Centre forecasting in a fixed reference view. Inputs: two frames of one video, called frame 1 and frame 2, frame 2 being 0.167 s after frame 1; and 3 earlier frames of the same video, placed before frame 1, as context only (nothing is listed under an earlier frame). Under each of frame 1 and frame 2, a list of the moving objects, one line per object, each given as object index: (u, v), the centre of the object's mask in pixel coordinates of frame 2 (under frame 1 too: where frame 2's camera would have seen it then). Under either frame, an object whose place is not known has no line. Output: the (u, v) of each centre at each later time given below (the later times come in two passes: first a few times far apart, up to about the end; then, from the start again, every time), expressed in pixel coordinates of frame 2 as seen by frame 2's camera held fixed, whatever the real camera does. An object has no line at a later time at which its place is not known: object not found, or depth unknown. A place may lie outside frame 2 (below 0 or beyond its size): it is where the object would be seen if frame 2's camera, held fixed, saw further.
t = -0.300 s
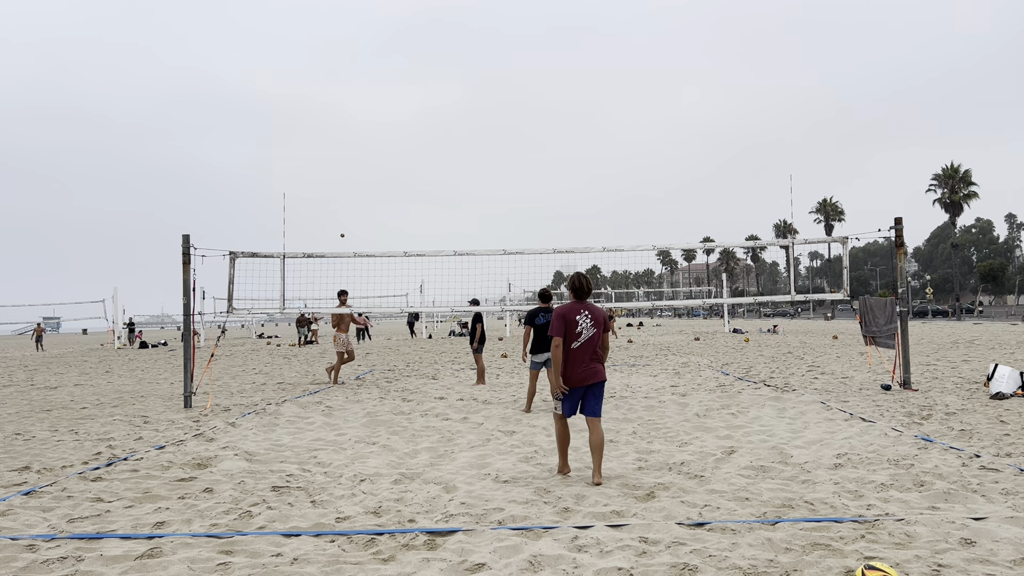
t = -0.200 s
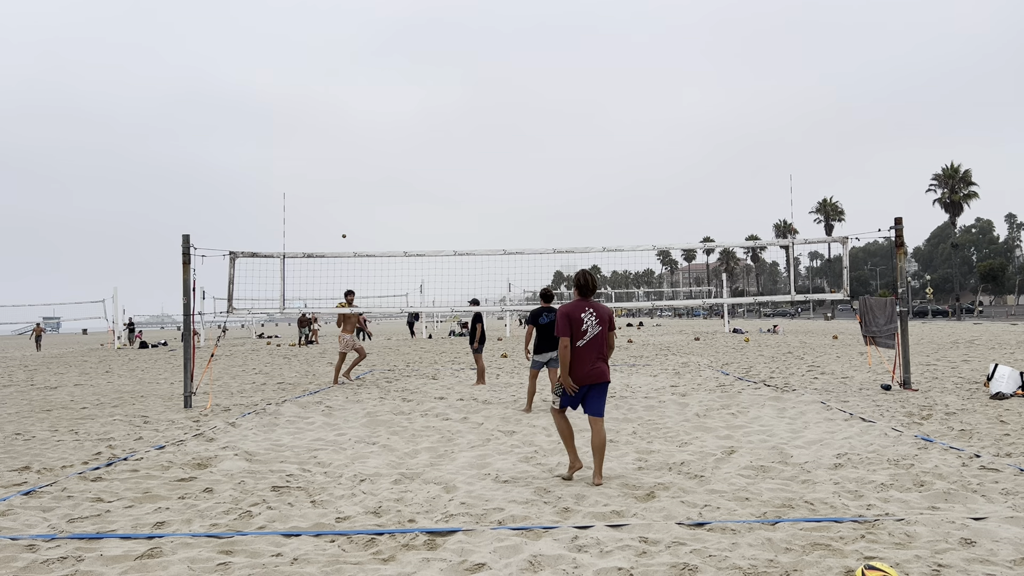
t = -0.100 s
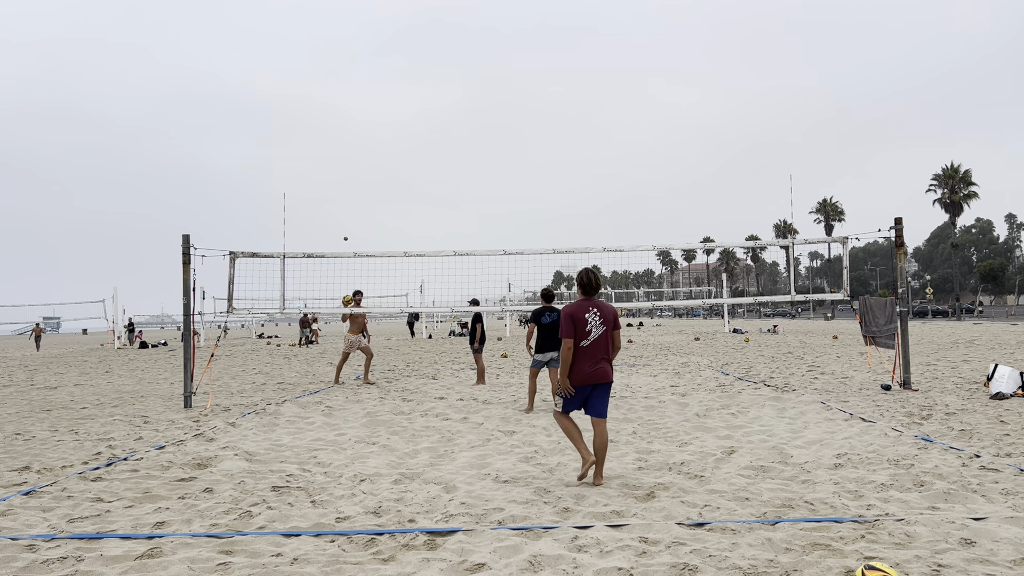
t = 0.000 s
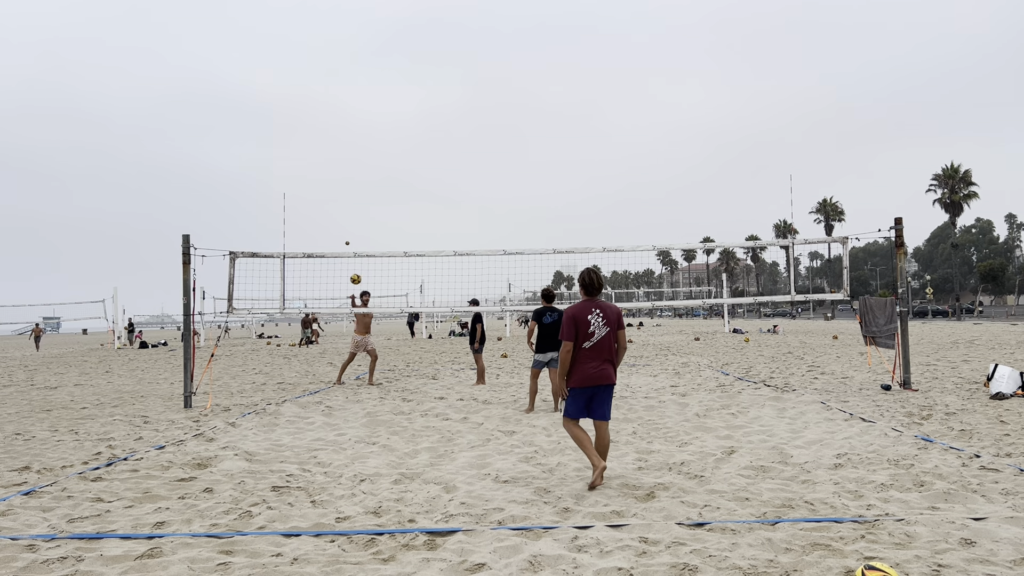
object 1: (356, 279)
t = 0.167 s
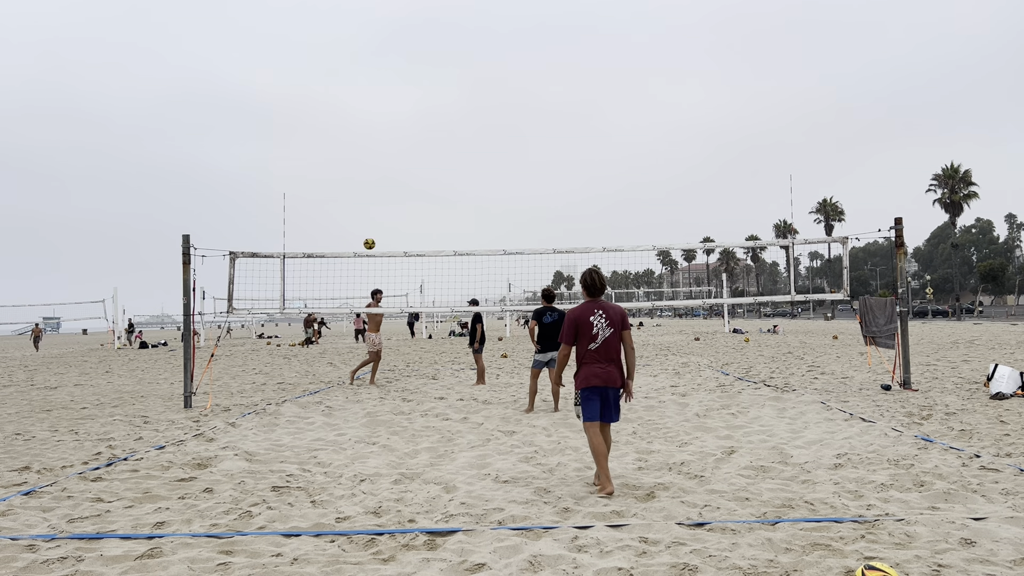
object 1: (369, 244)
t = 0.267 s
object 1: (378, 228)
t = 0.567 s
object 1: (411, 206)
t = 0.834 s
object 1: (448, 234)
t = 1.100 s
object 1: (496, 334)
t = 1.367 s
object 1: (555, 427)
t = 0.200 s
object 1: (372, 238)
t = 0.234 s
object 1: (375, 232)
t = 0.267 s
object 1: (378, 228)
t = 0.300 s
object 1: (382, 223)
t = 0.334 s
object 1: (385, 219)
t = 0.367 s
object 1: (389, 215)
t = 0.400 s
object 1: (392, 212)
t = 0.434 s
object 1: (396, 210)
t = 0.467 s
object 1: (400, 208)
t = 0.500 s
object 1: (404, 206)
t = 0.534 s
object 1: (407, 206)
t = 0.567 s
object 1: (411, 206)
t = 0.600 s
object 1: (416, 206)
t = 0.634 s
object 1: (420, 208)
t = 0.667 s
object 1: (424, 210)
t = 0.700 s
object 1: (429, 213)
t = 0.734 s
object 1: (433, 217)
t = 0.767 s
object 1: (438, 221)
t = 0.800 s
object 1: (443, 227)
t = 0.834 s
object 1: (448, 234)
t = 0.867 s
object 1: (454, 242)
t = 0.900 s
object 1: (459, 251)
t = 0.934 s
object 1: (465, 261)
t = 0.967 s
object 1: (471, 273)
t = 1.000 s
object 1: (477, 286)
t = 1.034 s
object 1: (483, 300)
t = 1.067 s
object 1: (489, 316)
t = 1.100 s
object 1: (496, 334)
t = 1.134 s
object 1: (503, 353)
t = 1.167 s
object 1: (510, 375)
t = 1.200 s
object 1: (518, 399)
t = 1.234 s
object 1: (526, 425)
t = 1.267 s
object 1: (534, 454)
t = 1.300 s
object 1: (541, 451)
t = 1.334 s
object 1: (548, 438)
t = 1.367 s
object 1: (555, 427)
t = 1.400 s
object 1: (562, 417)
